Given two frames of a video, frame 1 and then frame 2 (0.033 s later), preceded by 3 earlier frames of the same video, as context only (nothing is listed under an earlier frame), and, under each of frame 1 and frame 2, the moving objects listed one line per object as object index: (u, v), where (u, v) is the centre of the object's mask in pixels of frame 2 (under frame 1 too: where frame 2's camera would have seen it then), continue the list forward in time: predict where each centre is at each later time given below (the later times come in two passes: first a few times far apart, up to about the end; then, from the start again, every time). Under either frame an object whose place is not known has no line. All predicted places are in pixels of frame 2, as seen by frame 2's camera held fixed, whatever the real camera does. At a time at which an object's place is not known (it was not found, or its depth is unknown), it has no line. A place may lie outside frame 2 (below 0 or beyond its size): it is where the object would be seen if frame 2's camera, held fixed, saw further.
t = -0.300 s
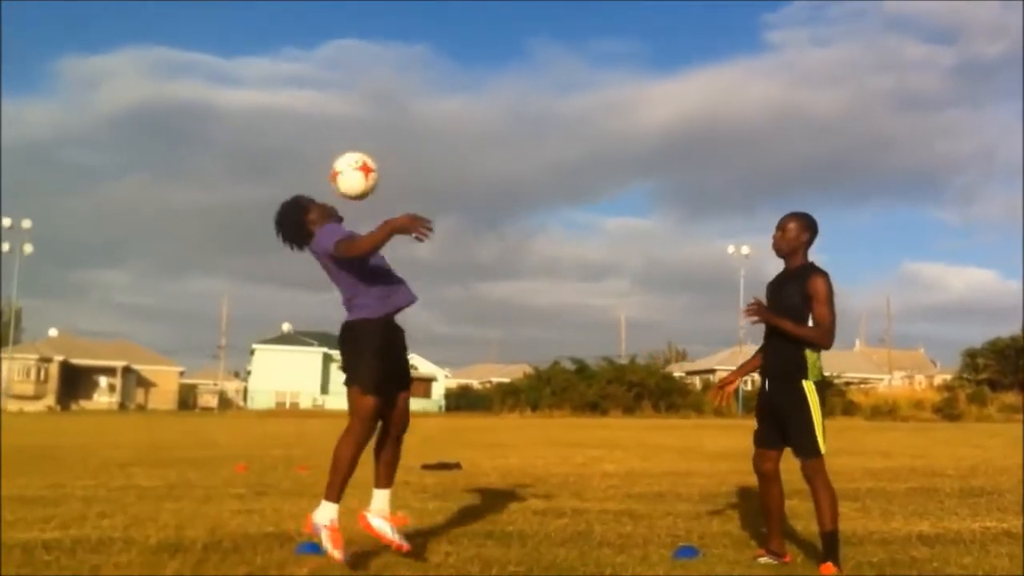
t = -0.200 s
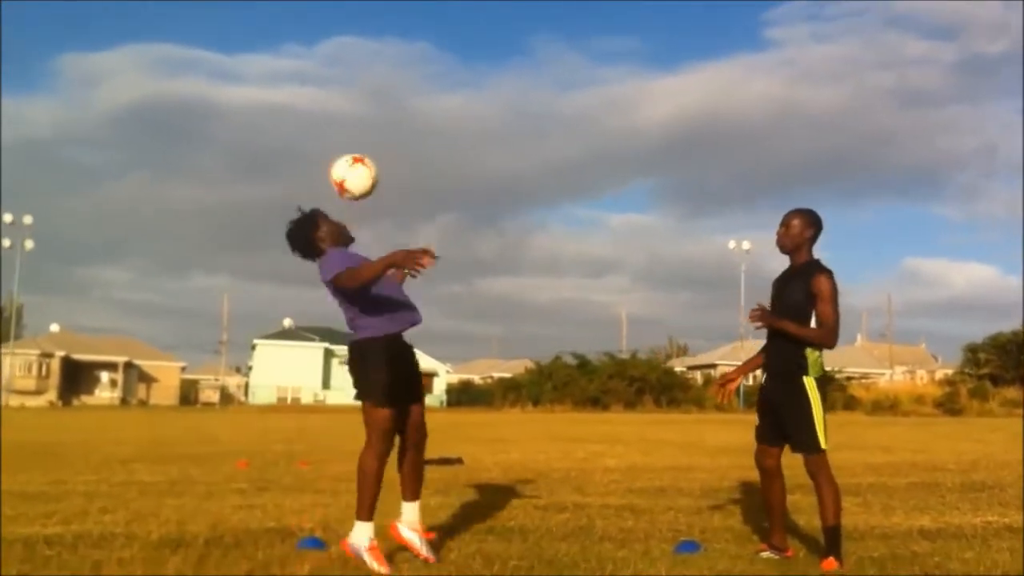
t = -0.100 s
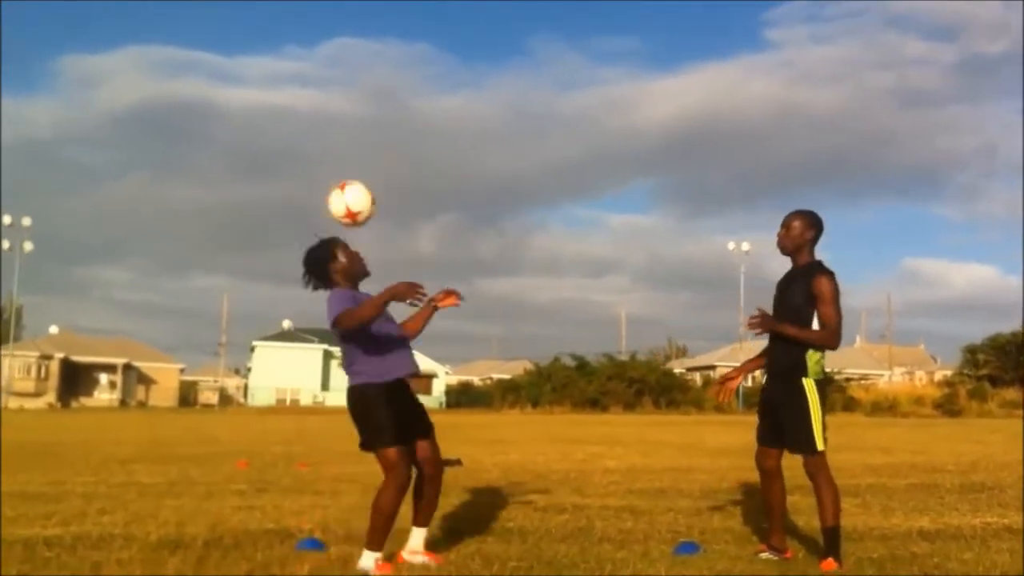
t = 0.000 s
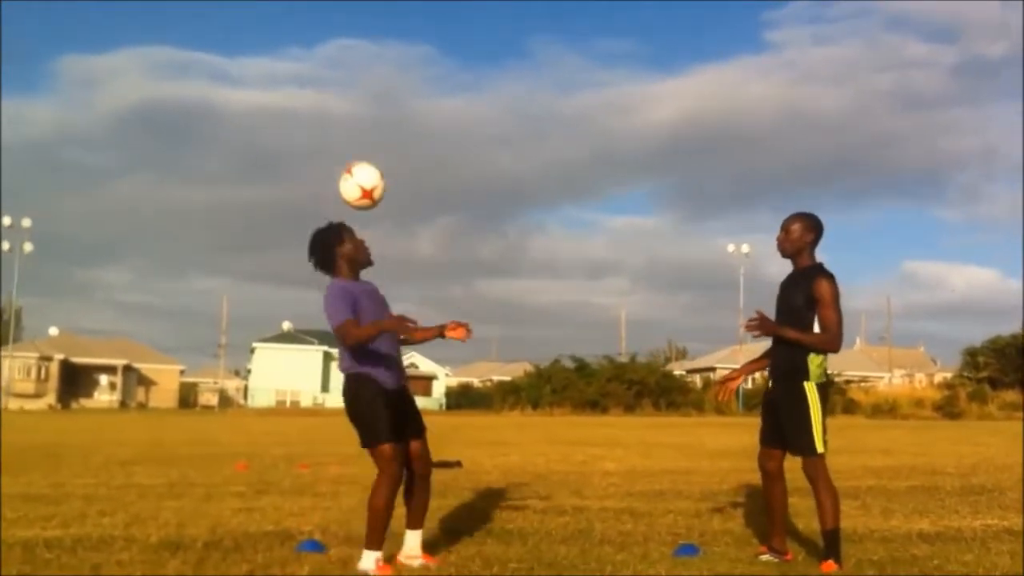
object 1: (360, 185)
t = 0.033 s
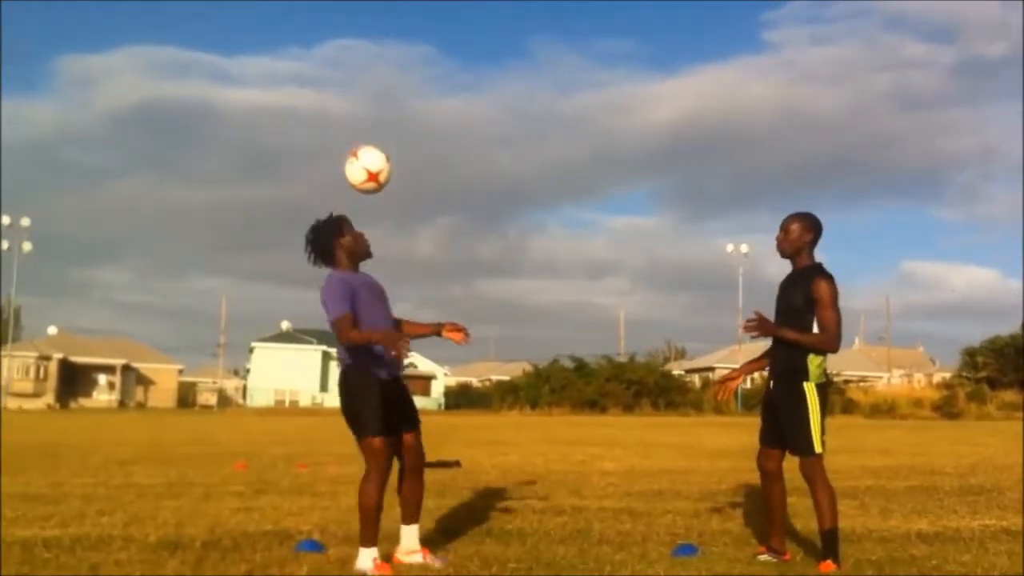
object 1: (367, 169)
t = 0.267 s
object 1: (407, 124)
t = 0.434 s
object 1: (432, 162)
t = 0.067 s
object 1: (374, 156)
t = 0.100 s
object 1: (380, 145)
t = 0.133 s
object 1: (385, 136)
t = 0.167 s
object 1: (391, 129)
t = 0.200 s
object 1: (397, 125)
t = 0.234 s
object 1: (401, 124)
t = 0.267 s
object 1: (407, 124)
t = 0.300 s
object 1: (413, 128)
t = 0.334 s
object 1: (419, 134)
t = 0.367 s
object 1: (423, 141)
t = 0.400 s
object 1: (427, 150)
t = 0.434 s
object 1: (432, 162)
